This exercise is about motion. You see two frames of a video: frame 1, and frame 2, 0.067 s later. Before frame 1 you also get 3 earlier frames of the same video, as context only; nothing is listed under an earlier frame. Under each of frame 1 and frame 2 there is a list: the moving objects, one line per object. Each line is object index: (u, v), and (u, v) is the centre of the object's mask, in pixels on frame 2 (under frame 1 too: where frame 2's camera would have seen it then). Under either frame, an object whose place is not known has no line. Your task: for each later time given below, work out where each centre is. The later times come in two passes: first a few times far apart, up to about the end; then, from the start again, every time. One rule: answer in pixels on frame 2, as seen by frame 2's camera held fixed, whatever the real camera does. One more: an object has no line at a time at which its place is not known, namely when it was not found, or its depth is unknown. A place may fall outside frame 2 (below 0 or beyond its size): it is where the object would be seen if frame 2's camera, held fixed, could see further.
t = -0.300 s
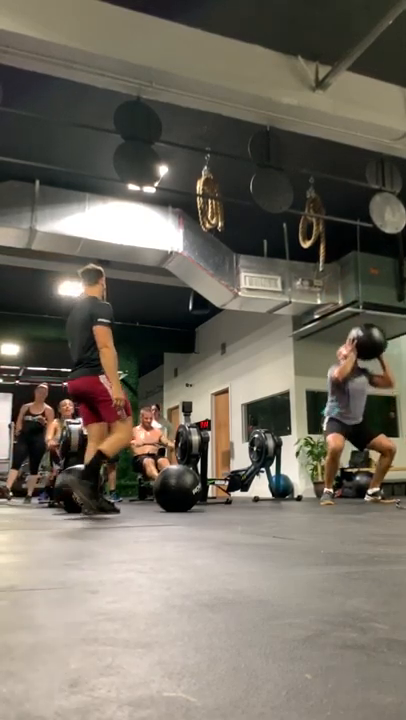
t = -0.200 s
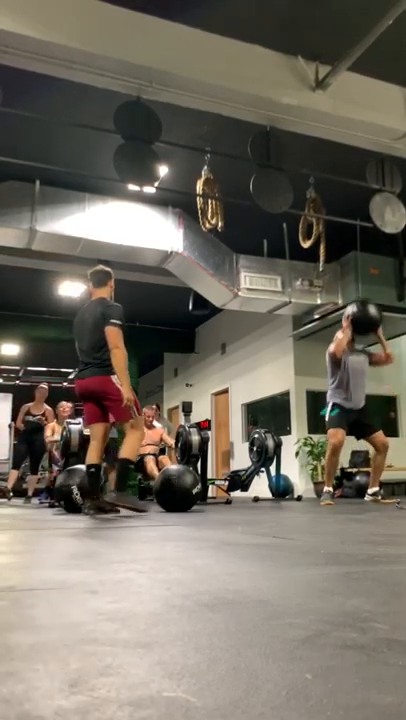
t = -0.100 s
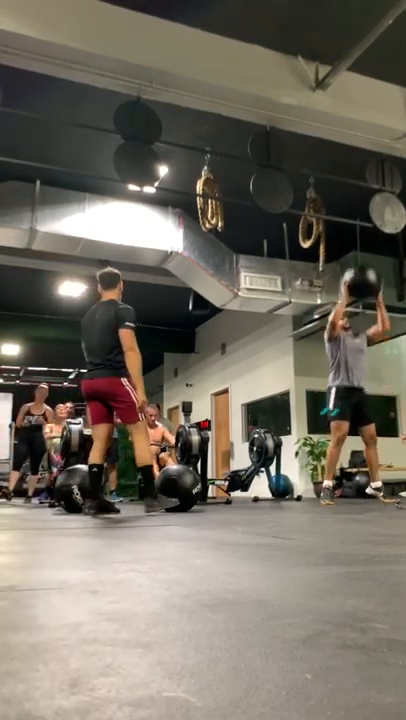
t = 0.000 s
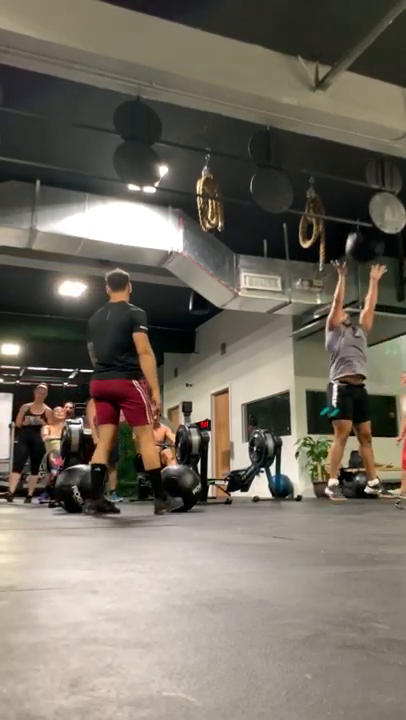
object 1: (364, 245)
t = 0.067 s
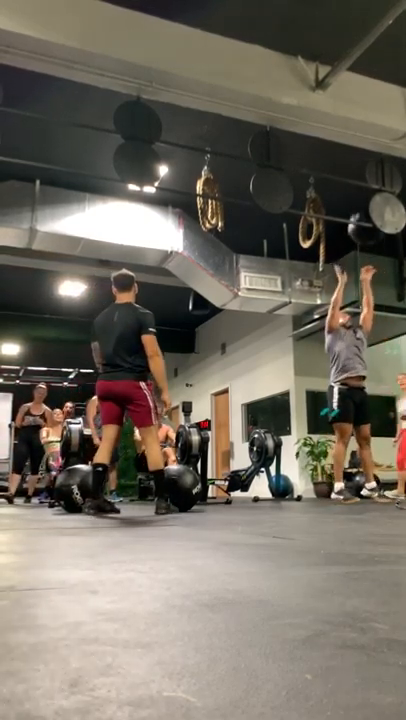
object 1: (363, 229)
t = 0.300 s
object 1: (362, 199)
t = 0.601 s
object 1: (363, 242)
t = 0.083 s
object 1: (363, 225)
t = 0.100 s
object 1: (362, 221)
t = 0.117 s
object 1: (360, 212)
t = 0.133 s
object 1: (360, 210)
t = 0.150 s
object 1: (362, 205)
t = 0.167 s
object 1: (362, 205)
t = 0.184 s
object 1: (363, 202)
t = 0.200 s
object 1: (364, 200)
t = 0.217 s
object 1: (364, 199)
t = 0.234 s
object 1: (363, 199)
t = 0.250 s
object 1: (363, 199)
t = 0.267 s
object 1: (363, 199)
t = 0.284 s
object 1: (362, 198)
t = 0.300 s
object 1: (362, 199)
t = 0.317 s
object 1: (362, 199)
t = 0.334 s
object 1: (361, 199)
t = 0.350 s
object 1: (361, 200)
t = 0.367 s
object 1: (361, 201)
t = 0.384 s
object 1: (361, 202)
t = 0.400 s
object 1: (361, 203)
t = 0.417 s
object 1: (361, 204)
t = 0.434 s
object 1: (360, 205)
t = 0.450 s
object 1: (360, 207)
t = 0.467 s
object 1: (360, 208)
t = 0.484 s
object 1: (361, 214)
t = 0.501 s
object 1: (360, 219)
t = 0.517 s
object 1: (361, 225)
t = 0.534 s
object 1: (361, 228)
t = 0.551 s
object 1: (362, 231)
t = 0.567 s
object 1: (362, 238)
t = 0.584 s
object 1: (363, 240)
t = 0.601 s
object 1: (363, 242)
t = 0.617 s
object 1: (364, 246)
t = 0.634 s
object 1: (362, 255)
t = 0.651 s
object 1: (362, 260)
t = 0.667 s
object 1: (362, 265)
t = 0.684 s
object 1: (362, 270)
